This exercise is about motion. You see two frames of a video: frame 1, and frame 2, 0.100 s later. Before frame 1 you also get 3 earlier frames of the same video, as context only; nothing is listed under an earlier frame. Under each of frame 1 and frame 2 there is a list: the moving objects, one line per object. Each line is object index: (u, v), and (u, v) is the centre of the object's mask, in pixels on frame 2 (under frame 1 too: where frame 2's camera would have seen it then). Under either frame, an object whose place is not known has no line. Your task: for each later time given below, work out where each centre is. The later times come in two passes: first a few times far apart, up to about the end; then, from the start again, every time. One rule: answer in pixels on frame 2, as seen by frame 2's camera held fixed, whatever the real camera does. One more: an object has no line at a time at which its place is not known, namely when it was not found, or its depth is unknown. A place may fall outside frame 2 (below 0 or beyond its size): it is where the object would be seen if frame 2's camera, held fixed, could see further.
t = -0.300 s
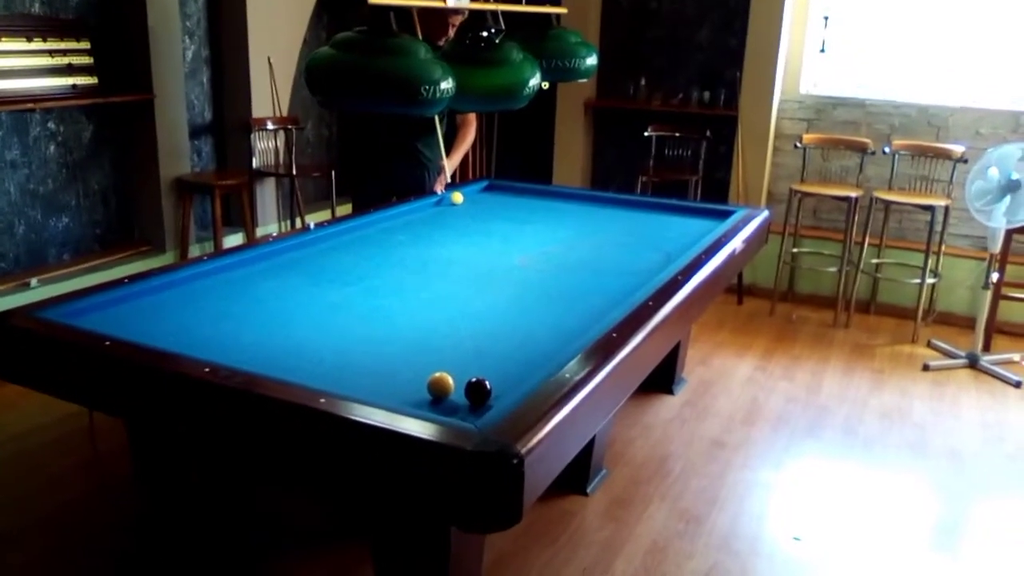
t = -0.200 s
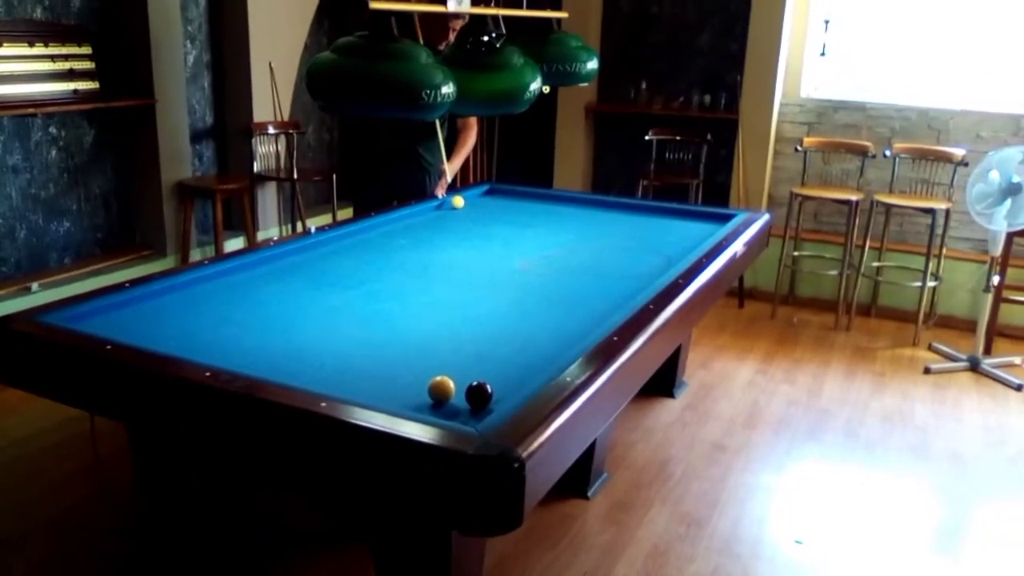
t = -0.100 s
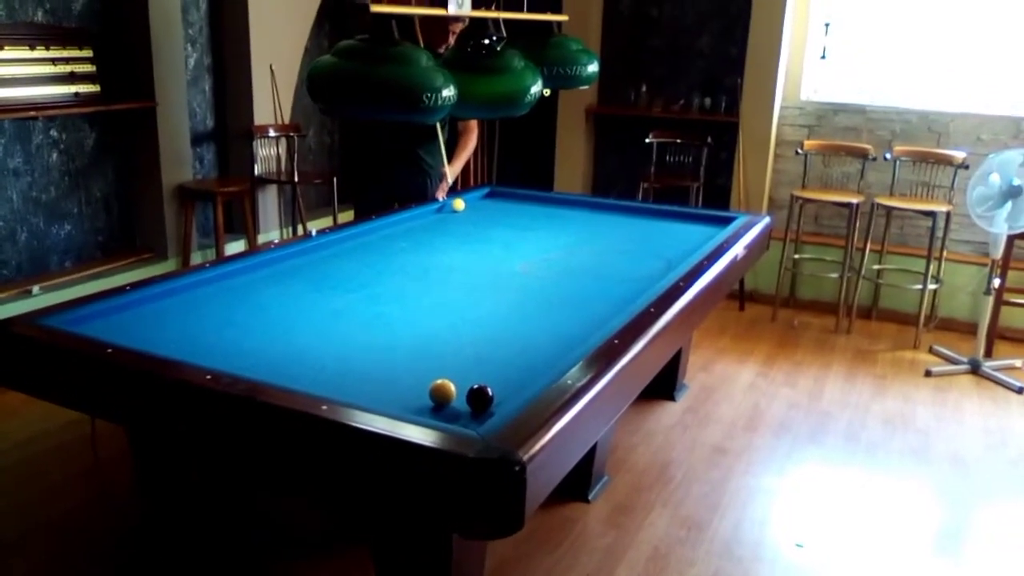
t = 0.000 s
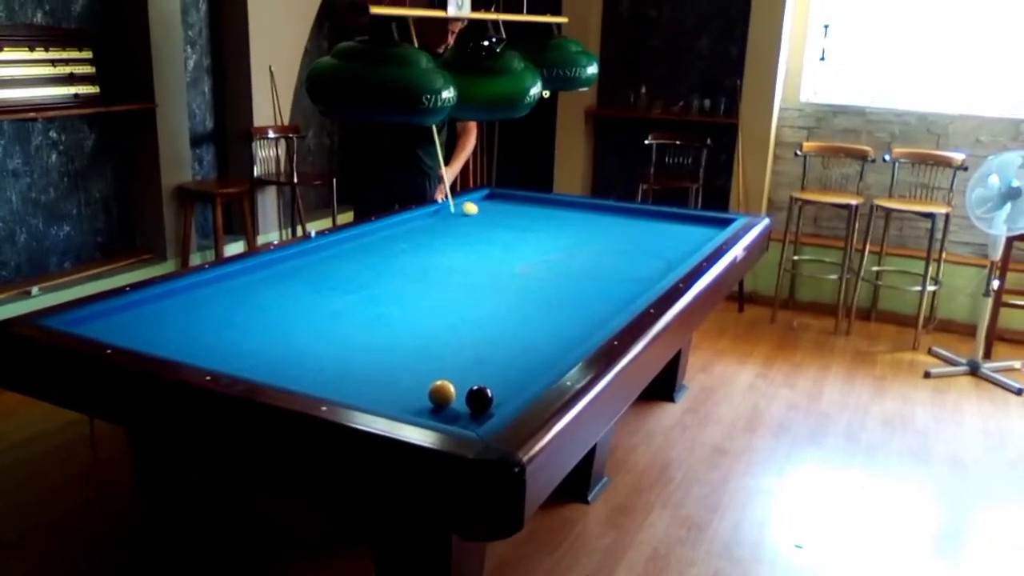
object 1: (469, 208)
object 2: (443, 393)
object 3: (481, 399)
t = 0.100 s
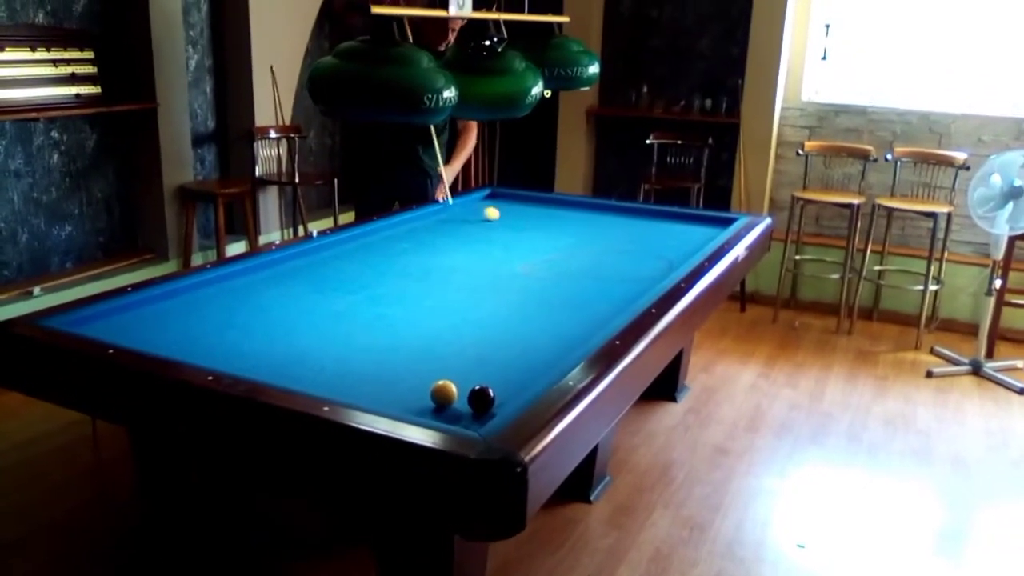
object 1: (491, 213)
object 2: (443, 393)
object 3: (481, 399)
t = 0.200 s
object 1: (506, 219)
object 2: (443, 393)
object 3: (481, 399)
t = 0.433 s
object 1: (517, 233)
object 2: (444, 393)
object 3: (481, 399)
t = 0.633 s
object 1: (514, 246)
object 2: (443, 393)
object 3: (481, 399)
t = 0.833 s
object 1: (510, 262)
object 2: (444, 393)
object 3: (481, 399)
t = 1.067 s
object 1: (504, 283)
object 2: (444, 393)
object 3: (481, 399)
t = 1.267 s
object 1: (498, 304)
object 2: (444, 393)
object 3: (481, 399)
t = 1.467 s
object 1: (492, 329)
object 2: (444, 393)
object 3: (481, 399)
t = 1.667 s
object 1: (484, 357)
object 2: (444, 393)
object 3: (481, 399)
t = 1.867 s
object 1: (471, 386)
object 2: (444, 393)
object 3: (483, 404)
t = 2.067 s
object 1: (462, 390)
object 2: (425, 398)
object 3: (468, 414)
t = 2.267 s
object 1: (456, 394)
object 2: (406, 401)
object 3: (439, 414)
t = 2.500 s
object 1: (449, 398)
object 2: (391, 400)
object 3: (425, 407)
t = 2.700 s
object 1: (448, 400)
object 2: (385, 398)
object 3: (414, 401)
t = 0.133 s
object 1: (497, 215)
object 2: (443, 393)
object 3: (481, 399)
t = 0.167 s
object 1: (502, 217)
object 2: (443, 393)
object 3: (481, 399)
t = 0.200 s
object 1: (506, 219)
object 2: (443, 393)
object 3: (481, 399)
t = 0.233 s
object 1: (510, 221)
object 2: (444, 393)
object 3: (481, 399)
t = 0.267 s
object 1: (513, 223)
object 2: (444, 393)
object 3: (481, 399)
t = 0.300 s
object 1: (515, 224)
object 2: (444, 393)
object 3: (481, 399)
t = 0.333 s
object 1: (517, 227)
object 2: (443, 393)
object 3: (481, 399)
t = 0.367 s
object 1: (518, 229)
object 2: (444, 393)
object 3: (481, 399)
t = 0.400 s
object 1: (518, 231)
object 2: (443, 393)
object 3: (481, 399)
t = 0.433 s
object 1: (517, 233)
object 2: (444, 393)
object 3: (481, 399)
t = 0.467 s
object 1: (517, 235)
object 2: (444, 393)
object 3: (481, 400)
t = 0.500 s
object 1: (516, 237)
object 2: (444, 393)
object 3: (481, 399)
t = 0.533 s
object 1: (516, 239)
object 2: (443, 393)
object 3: (481, 399)
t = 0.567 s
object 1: (515, 242)
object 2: (443, 393)
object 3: (481, 399)
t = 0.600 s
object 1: (514, 244)
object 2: (443, 393)
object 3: (481, 399)
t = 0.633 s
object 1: (514, 246)
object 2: (443, 393)
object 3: (481, 399)
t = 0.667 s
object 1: (513, 248)
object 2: (443, 393)
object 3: (481, 399)
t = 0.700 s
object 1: (512, 251)
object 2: (444, 393)
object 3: (481, 399)
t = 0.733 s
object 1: (512, 254)
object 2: (443, 393)
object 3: (481, 399)
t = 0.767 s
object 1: (511, 257)
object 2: (444, 394)
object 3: (481, 399)
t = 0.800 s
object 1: (510, 259)
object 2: (443, 393)
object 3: (481, 399)
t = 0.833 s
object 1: (510, 262)
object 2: (444, 393)
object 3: (481, 399)
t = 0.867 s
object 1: (509, 265)
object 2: (444, 393)
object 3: (482, 399)
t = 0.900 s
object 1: (508, 268)
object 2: (444, 394)
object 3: (481, 399)
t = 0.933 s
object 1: (507, 270)
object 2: (444, 393)
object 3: (481, 399)
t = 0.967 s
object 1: (507, 273)
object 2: (444, 393)
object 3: (481, 399)
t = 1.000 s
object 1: (506, 277)
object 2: (444, 394)
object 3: (481, 399)
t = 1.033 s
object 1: (505, 280)
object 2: (444, 393)
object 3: (481, 399)
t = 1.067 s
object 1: (504, 283)
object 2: (444, 393)
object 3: (481, 399)
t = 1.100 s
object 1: (503, 286)
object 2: (444, 393)
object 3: (481, 399)
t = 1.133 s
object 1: (502, 290)
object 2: (444, 393)
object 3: (481, 399)
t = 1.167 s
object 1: (502, 293)
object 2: (444, 393)
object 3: (481, 399)
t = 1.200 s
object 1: (500, 296)
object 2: (444, 393)
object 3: (481, 399)
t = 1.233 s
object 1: (499, 300)
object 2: (444, 393)
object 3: (481, 399)
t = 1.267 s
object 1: (498, 304)
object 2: (444, 393)
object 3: (481, 399)
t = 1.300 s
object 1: (497, 308)
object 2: (444, 393)
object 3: (481, 399)
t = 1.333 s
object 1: (496, 311)
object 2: (444, 393)
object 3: (481, 399)
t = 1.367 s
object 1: (495, 315)
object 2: (444, 393)
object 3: (481, 399)
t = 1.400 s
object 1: (494, 320)
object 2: (444, 393)
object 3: (482, 400)
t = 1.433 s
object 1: (493, 325)
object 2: (444, 393)
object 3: (482, 399)
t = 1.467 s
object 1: (492, 329)
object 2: (444, 393)
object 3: (481, 399)
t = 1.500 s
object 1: (491, 333)
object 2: (444, 393)
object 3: (482, 399)
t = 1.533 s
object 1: (490, 338)
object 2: (444, 393)
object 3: (482, 400)
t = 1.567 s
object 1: (488, 343)
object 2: (444, 393)
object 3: (481, 399)
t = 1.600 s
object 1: (487, 347)
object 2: (444, 393)
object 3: (481, 399)
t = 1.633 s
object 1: (485, 352)
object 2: (444, 393)
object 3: (481, 399)
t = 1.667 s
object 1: (484, 357)
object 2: (444, 393)
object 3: (481, 399)
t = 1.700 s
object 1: (483, 363)
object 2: (444, 393)
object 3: (481, 400)
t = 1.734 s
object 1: (481, 369)
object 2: (444, 393)
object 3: (481, 400)
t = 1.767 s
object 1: (480, 373)
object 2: (444, 393)
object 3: (482, 400)
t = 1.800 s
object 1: (478, 377)
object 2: (444, 393)
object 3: (481, 399)
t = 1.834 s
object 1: (475, 381)
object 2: (444, 393)
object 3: (481, 399)
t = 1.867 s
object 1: (471, 386)
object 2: (444, 393)
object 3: (483, 404)
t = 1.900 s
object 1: (468, 388)
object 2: (441, 394)
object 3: (487, 407)
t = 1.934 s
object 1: (467, 388)
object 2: (438, 395)
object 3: (488, 409)
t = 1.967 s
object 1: (465, 388)
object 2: (435, 396)
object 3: (483, 412)
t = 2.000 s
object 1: (465, 389)
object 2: (431, 397)
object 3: (478, 414)
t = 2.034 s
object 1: (463, 390)
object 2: (428, 397)
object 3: (473, 414)
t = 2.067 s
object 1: (462, 390)
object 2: (425, 398)
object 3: (468, 414)
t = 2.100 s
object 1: (461, 390)
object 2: (422, 399)
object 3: (463, 414)
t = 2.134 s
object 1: (461, 391)
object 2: (418, 400)
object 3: (458, 414)
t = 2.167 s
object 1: (459, 392)
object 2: (415, 400)
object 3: (453, 414)
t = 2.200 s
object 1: (459, 393)
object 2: (412, 401)
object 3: (448, 414)
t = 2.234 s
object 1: (457, 394)
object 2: (409, 401)
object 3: (444, 414)
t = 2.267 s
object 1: (456, 394)
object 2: (406, 401)
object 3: (439, 414)
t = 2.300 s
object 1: (455, 395)
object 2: (403, 401)
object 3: (436, 413)
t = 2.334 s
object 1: (454, 396)
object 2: (400, 401)
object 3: (434, 412)
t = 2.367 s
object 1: (453, 396)
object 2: (397, 402)
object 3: (432, 411)
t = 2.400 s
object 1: (453, 397)
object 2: (395, 402)
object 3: (430, 410)
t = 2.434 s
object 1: (451, 397)
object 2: (392, 402)
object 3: (428, 409)
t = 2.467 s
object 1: (450, 397)
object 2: (391, 401)
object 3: (426, 408)
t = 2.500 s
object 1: (449, 398)
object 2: (391, 400)
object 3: (425, 407)
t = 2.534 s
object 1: (448, 398)
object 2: (391, 400)
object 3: (422, 405)
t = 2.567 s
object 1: (447, 399)
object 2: (391, 400)
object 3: (420, 404)
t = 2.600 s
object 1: (446, 399)
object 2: (390, 399)
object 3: (418, 403)
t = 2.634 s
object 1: (447, 399)
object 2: (389, 399)
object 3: (417, 402)
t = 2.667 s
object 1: (448, 400)
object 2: (387, 398)
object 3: (415, 402)
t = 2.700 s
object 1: (448, 400)
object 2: (385, 398)
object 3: (414, 401)
